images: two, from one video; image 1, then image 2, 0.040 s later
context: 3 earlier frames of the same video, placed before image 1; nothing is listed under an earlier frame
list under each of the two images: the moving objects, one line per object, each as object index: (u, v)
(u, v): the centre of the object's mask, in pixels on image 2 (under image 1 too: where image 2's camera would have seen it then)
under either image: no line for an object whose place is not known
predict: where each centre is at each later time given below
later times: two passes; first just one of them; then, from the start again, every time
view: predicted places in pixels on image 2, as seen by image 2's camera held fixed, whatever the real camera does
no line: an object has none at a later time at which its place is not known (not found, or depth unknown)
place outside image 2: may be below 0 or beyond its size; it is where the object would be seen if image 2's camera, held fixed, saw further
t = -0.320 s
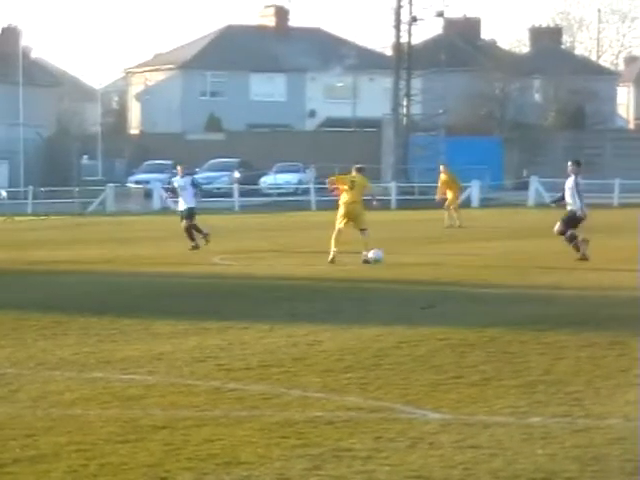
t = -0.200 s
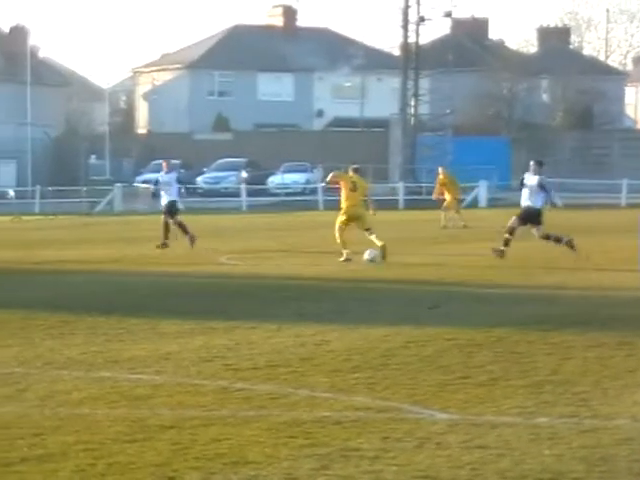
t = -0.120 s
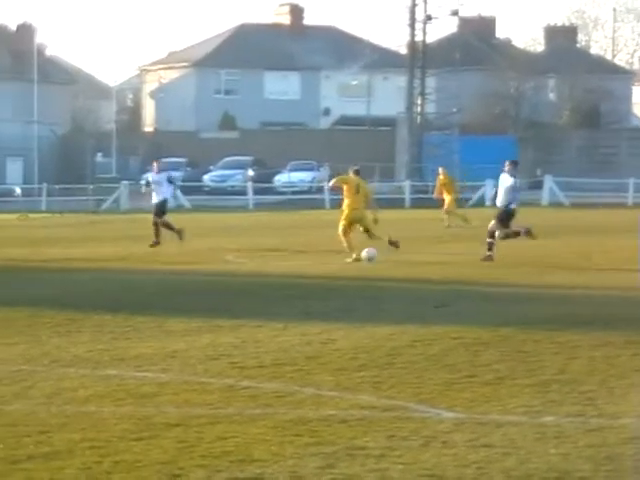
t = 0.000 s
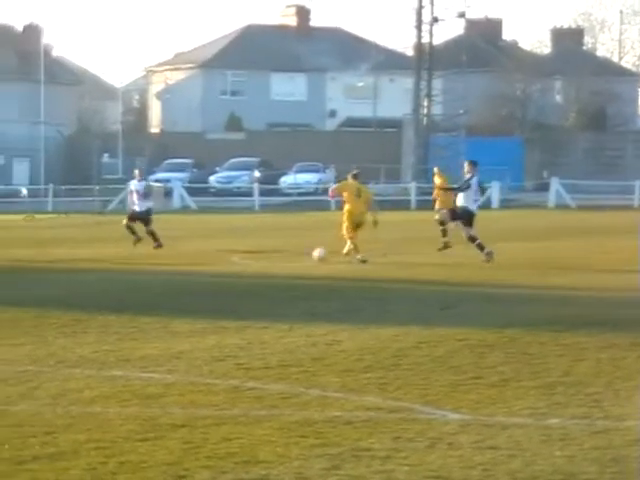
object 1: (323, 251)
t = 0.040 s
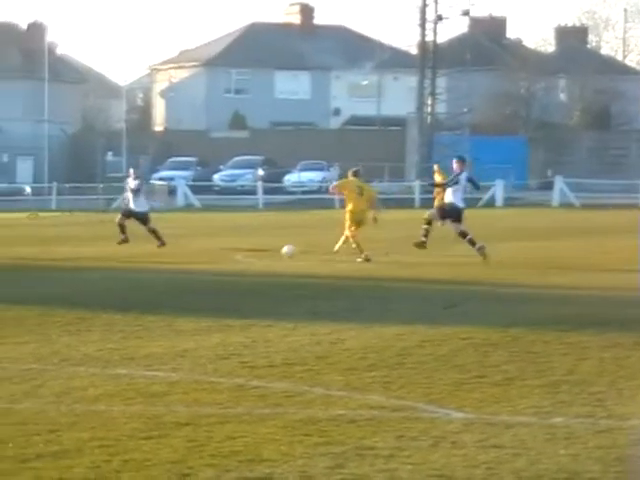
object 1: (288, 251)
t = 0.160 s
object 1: (190, 253)
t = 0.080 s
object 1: (256, 249)
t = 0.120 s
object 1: (223, 250)
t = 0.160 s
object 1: (190, 253)
